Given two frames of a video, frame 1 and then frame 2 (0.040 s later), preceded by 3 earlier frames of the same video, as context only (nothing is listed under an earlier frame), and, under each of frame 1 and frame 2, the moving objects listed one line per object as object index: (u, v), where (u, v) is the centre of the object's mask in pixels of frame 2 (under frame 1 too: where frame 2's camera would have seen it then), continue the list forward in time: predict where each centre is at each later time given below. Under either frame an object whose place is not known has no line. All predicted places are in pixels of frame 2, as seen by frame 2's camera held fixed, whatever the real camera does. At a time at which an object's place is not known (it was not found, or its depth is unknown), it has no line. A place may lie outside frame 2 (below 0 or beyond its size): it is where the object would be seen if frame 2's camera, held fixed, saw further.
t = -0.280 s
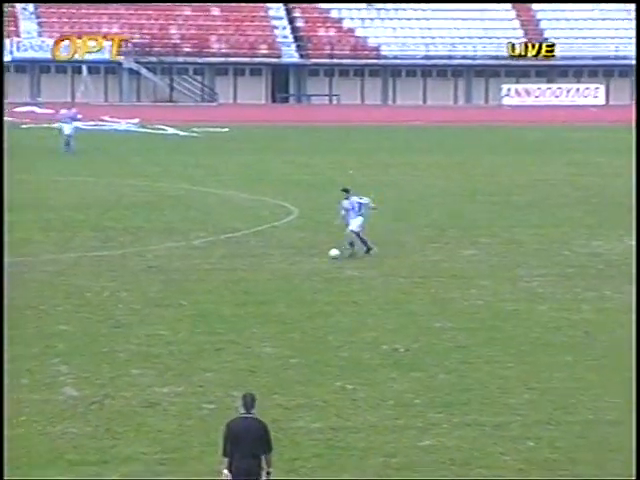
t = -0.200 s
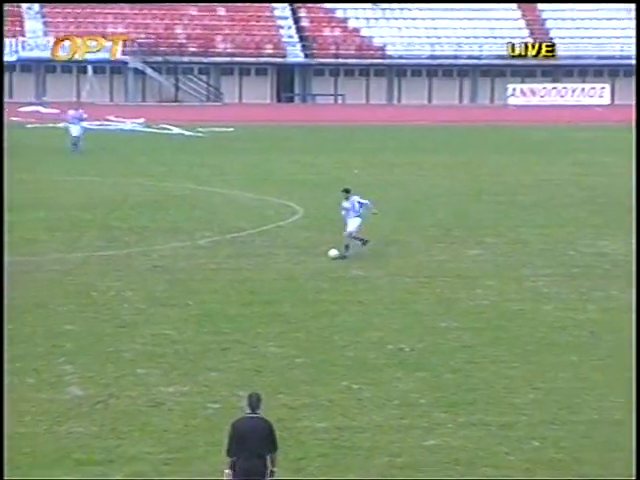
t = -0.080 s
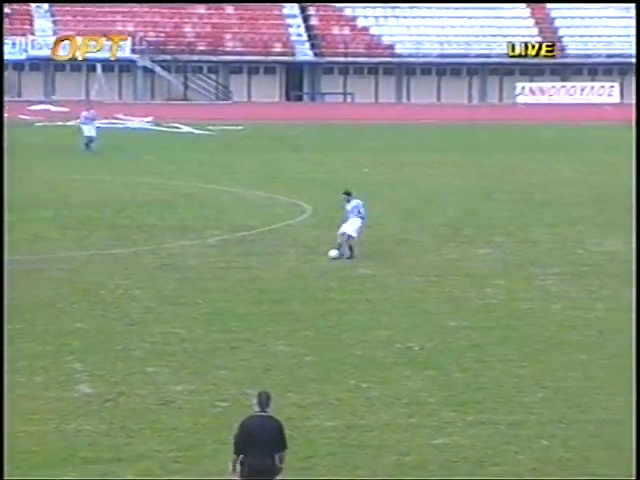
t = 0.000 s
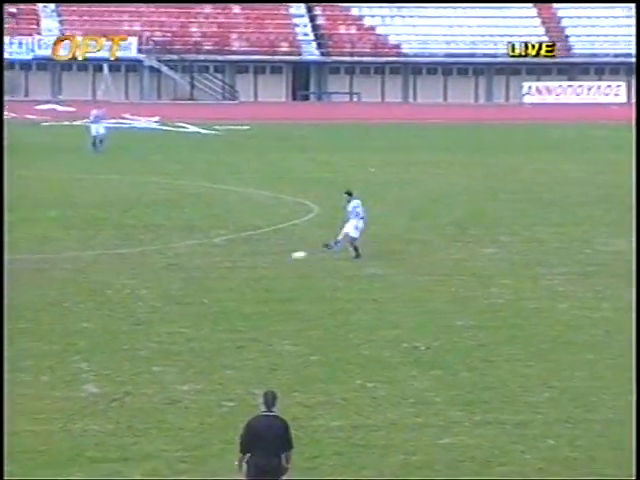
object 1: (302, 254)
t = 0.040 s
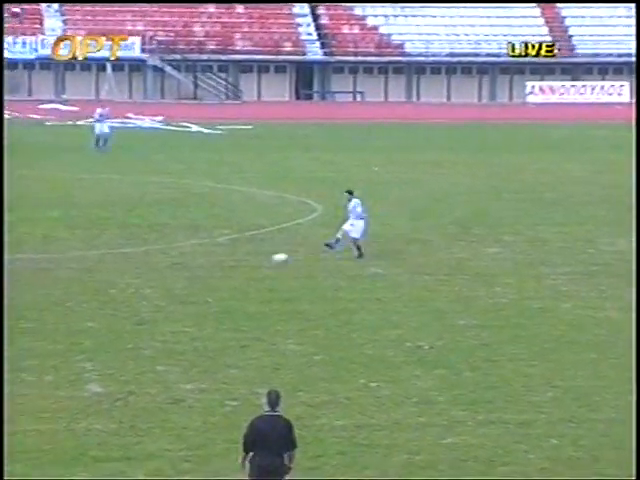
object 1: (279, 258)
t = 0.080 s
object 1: (256, 261)
